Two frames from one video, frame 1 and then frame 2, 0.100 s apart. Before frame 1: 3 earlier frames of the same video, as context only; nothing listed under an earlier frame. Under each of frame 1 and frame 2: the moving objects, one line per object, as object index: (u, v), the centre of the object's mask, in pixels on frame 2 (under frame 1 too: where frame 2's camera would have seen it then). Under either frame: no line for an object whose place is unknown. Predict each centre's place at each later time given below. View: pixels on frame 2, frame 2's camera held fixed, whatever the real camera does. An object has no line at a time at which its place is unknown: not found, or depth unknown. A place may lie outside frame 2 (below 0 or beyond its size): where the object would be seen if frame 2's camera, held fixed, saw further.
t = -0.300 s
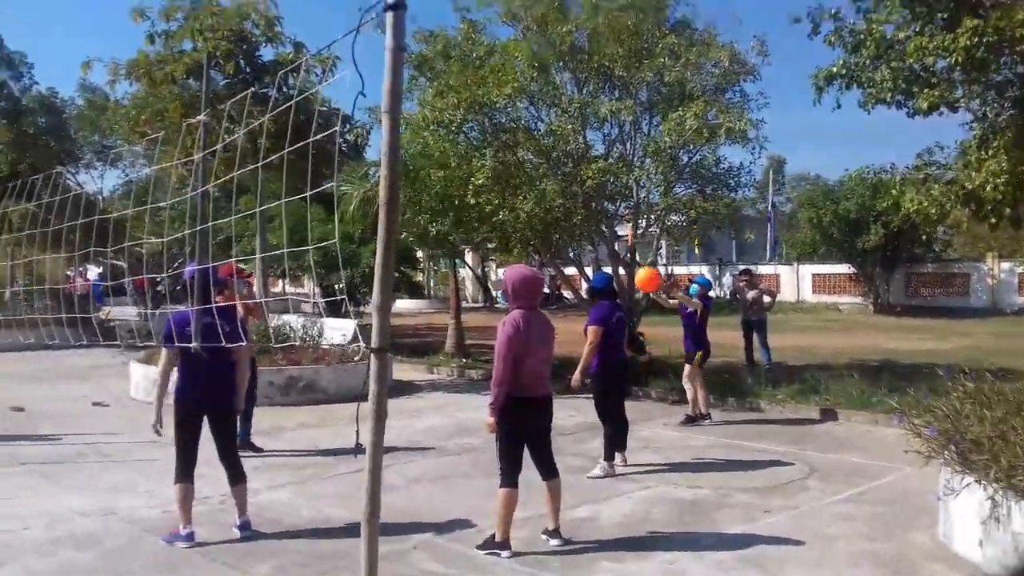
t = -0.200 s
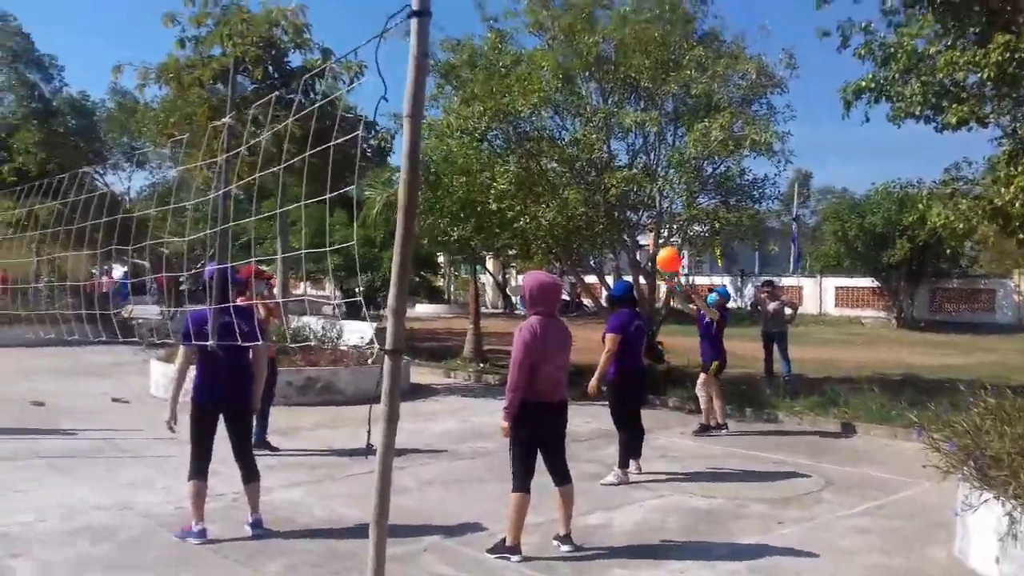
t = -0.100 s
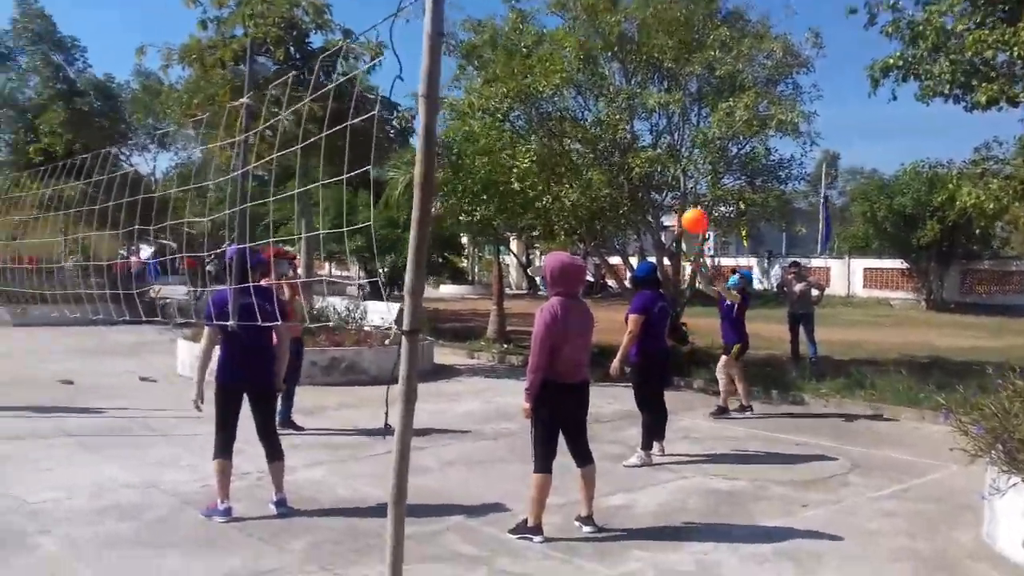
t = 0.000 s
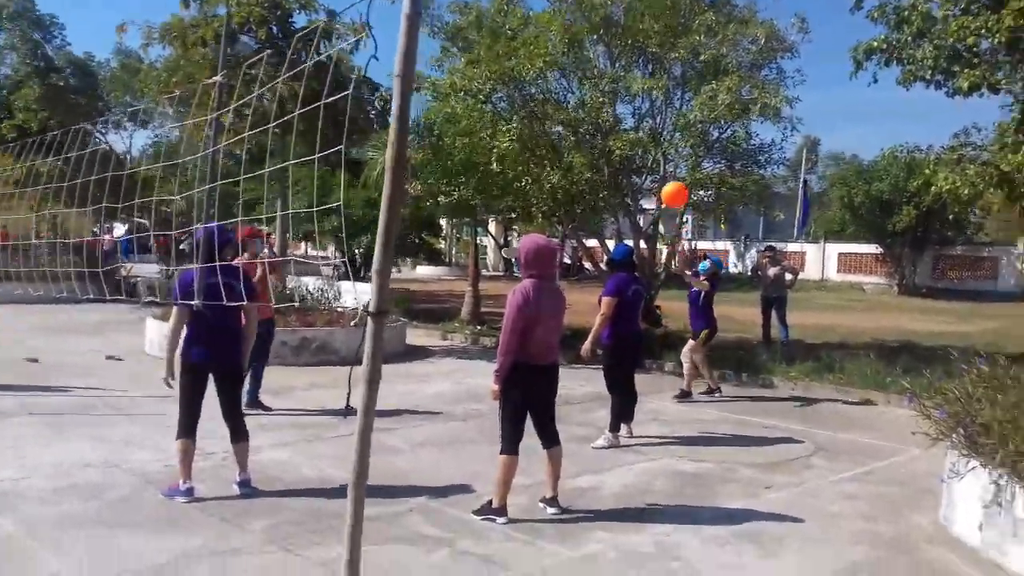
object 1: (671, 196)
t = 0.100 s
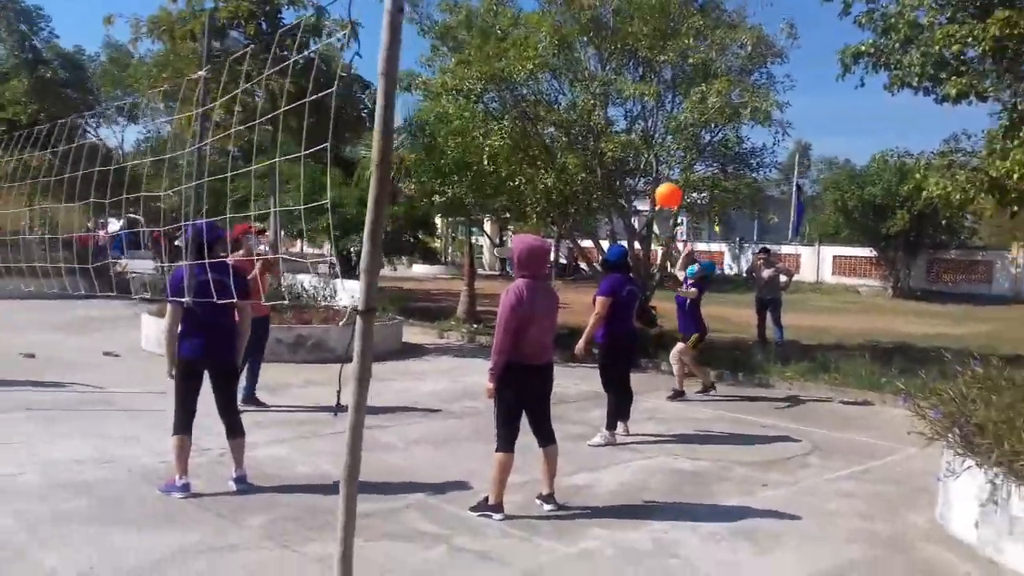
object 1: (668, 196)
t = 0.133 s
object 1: (672, 197)
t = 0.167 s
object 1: (669, 200)
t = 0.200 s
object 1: (667, 204)
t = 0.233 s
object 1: (670, 208)
